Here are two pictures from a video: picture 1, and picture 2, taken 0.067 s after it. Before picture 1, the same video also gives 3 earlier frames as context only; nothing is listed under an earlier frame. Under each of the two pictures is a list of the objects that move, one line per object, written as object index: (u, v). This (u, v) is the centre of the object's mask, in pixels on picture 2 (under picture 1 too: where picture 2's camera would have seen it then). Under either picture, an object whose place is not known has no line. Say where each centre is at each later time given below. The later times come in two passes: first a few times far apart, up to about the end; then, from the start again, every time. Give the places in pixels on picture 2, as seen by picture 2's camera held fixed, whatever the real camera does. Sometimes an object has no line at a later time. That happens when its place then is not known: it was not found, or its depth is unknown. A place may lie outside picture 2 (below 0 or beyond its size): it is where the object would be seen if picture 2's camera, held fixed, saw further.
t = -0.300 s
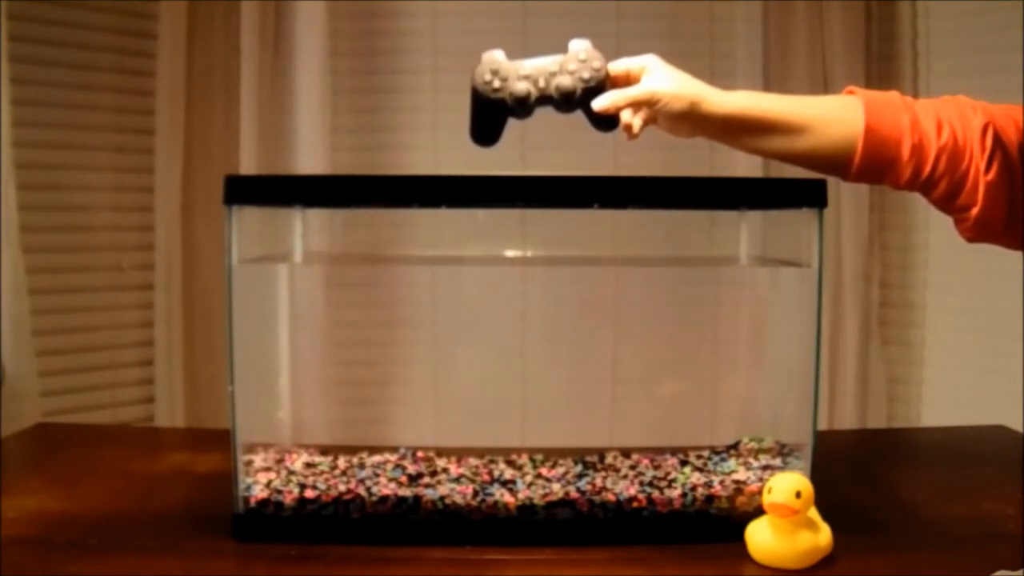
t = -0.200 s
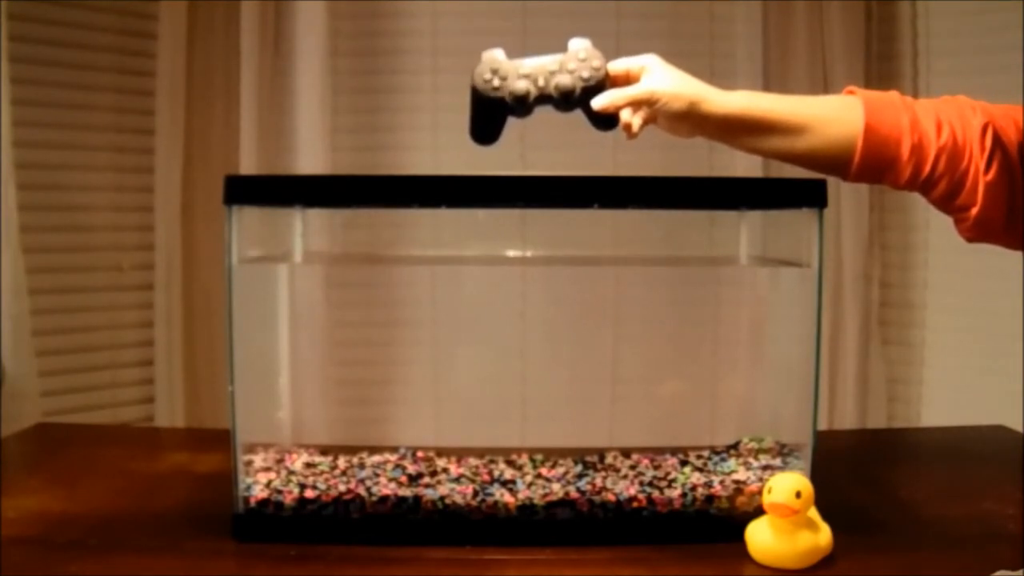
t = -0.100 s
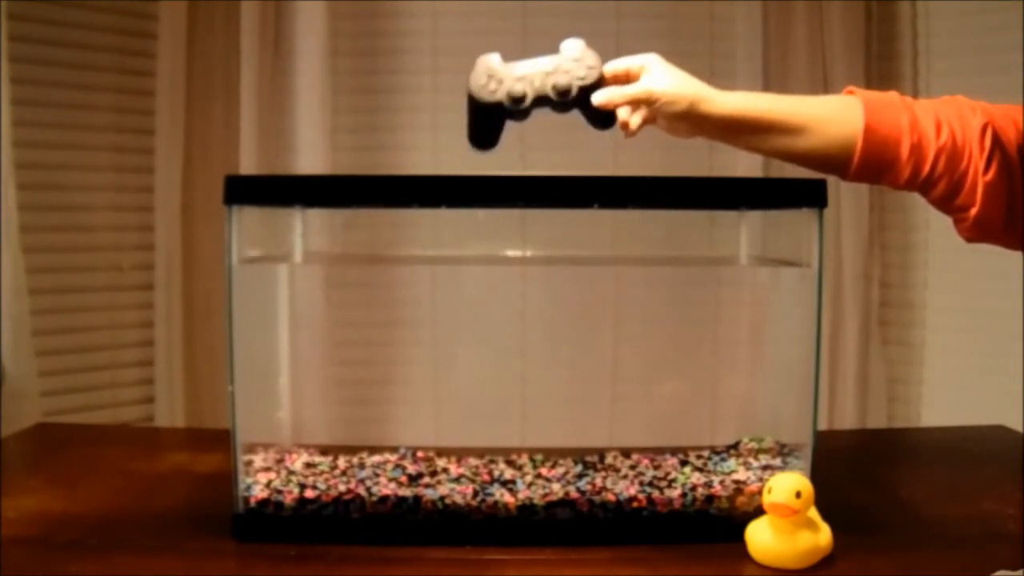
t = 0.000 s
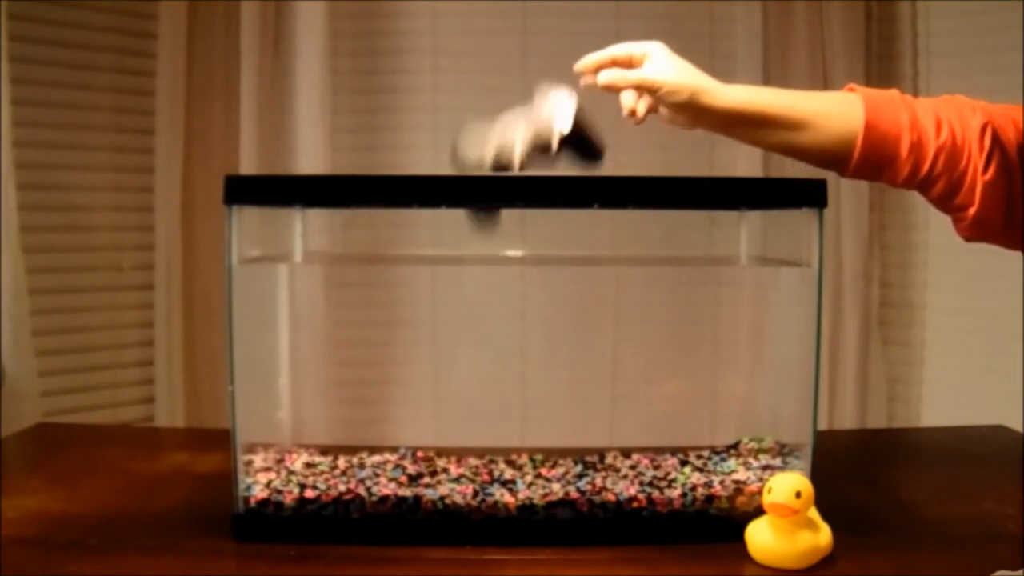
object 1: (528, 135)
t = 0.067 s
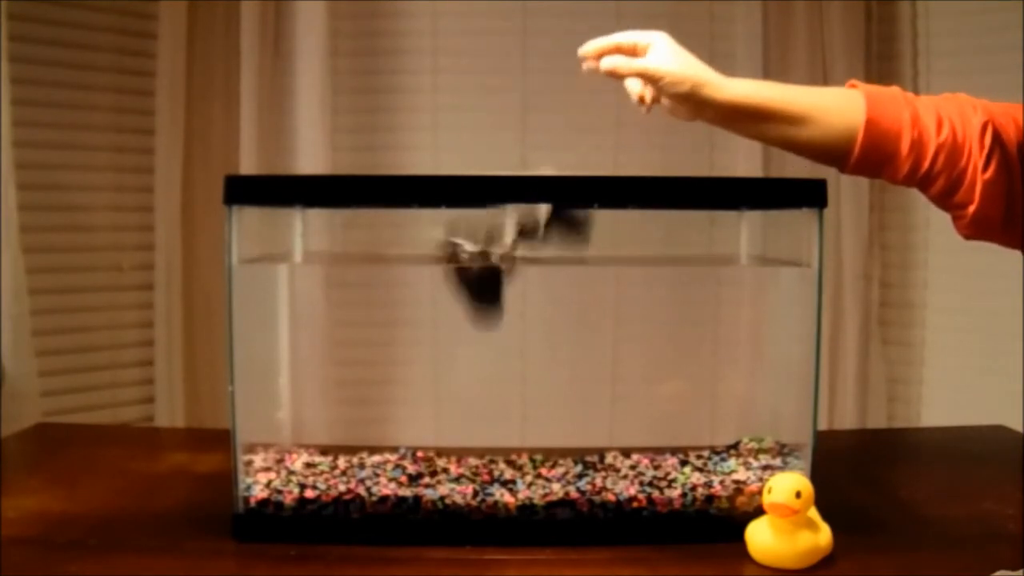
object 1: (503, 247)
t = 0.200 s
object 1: (494, 303)
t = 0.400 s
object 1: (480, 253)
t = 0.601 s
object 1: (466, 280)
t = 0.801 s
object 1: (453, 267)
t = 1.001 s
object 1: (444, 281)
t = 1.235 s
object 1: (436, 274)
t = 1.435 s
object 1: (420, 279)
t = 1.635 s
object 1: (420, 284)
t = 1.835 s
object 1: (414, 289)
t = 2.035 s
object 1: (406, 290)
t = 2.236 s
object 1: (411, 288)
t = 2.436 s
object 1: (394, 301)
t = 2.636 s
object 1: (404, 294)
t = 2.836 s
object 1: (400, 299)
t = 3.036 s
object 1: (400, 296)
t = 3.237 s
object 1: (401, 299)
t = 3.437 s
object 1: (402, 299)
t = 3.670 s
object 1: (399, 297)
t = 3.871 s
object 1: (401, 296)
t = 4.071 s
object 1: (400, 296)
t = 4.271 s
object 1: (396, 295)
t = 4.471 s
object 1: (399, 295)
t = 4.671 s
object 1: (396, 295)
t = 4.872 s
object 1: (392, 297)
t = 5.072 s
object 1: (395, 296)
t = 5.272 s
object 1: (391, 296)
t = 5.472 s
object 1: (391, 295)
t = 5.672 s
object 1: (392, 296)
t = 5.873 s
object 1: (388, 295)
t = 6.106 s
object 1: (389, 295)
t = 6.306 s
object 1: (387, 295)
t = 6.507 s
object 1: (384, 295)
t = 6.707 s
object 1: (384, 297)
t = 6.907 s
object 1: (384, 295)
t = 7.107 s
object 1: (381, 295)
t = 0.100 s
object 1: (497, 266)
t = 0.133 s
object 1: (494, 272)
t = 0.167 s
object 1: (500, 305)
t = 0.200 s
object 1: (494, 303)
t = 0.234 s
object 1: (485, 309)
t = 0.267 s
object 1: (482, 302)
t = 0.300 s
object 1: (481, 295)
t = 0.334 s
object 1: (490, 264)
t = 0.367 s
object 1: (484, 260)
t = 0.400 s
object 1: (480, 253)
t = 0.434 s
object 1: (480, 244)
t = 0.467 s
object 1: (481, 245)
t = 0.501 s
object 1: (491, 243)
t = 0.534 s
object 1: (462, 261)
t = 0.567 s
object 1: (480, 266)
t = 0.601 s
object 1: (466, 280)
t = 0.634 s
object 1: (465, 274)
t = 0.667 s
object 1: (461, 274)
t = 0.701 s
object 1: (464, 272)
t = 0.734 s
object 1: (457, 272)
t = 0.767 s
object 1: (455, 275)
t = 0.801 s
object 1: (453, 267)
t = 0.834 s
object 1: (451, 274)
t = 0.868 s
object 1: (450, 272)
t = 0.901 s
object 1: (448, 275)
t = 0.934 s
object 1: (447, 278)
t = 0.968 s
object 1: (445, 280)
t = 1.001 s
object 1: (444, 281)
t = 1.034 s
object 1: (444, 282)
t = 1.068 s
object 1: (443, 281)
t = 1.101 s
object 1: (442, 279)
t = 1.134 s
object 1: (440, 277)
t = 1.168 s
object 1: (439, 276)
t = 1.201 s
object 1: (437, 275)
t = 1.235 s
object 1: (436, 274)
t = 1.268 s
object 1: (434, 274)
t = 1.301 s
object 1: (430, 275)
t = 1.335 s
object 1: (427, 277)
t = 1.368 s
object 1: (425, 277)
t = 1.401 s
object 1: (422, 279)
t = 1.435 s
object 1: (420, 279)
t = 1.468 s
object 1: (420, 280)
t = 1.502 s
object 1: (420, 280)
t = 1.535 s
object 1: (423, 280)
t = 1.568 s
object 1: (424, 281)
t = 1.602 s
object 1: (423, 282)
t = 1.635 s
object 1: (420, 284)
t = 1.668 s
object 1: (419, 286)
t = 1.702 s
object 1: (418, 288)
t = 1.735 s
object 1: (417, 289)
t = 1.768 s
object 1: (417, 288)
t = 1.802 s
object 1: (415, 289)
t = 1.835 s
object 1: (414, 289)
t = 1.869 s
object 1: (412, 289)
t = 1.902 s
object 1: (410, 290)
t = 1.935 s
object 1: (408, 290)
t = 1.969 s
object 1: (407, 290)
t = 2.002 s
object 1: (406, 290)
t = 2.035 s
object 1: (406, 290)
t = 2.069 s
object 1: (406, 290)
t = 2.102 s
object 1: (406, 291)
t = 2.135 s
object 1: (407, 290)
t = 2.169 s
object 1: (411, 288)
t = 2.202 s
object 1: (411, 288)
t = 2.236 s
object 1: (411, 288)
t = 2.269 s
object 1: (405, 292)
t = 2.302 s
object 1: (409, 288)
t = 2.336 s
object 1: (408, 288)
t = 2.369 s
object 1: (397, 298)
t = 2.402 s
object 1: (394, 300)
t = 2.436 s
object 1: (394, 301)
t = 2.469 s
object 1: (394, 300)
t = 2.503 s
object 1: (403, 294)
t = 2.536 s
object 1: (400, 297)
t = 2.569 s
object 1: (403, 295)
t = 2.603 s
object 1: (403, 294)
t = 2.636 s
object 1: (404, 294)
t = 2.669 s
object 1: (400, 297)
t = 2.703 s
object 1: (399, 297)
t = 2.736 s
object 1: (398, 298)
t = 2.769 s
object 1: (398, 299)
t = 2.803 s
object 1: (399, 299)
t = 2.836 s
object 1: (400, 299)
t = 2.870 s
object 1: (399, 299)
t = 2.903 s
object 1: (399, 299)
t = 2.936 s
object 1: (403, 295)
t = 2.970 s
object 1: (402, 295)
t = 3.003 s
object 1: (401, 296)
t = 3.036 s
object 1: (400, 296)
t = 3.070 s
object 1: (399, 296)
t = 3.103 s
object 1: (399, 297)
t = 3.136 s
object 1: (400, 297)
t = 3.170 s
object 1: (400, 297)
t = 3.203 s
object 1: (401, 298)
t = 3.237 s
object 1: (401, 299)
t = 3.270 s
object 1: (402, 299)
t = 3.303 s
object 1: (402, 299)
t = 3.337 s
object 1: (403, 299)
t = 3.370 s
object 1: (402, 299)
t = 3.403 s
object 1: (402, 299)
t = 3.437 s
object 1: (402, 299)
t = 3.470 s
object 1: (401, 298)
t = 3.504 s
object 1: (401, 298)
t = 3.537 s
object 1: (400, 298)
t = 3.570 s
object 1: (400, 298)
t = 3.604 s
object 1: (400, 298)
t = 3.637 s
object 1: (400, 297)
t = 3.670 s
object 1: (399, 297)
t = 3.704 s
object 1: (399, 296)
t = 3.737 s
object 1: (399, 295)
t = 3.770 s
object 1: (400, 295)
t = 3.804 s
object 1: (400, 295)
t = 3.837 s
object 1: (401, 295)
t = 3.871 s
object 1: (401, 296)
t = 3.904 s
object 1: (401, 296)
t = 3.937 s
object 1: (402, 297)
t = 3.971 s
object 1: (401, 297)
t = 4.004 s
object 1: (401, 297)
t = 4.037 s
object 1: (401, 296)
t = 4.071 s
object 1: (400, 296)
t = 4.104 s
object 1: (399, 295)
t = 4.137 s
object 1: (398, 294)
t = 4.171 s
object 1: (398, 294)
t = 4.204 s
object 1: (397, 294)
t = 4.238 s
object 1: (397, 294)
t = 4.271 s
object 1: (396, 295)
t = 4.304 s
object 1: (396, 295)
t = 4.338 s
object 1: (397, 296)
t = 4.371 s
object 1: (397, 296)
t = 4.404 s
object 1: (397, 296)
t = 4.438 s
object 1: (398, 295)
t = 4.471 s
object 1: (399, 295)
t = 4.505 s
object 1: (399, 294)
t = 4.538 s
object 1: (399, 294)
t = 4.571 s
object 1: (399, 294)
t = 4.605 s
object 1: (398, 294)
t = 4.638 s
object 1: (397, 294)
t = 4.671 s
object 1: (396, 295)
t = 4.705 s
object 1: (395, 295)
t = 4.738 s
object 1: (394, 295)
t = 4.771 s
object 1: (393, 295)
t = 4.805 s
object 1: (392, 296)
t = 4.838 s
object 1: (392, 297)
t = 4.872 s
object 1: (392, 297)
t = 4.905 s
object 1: (393, 297)
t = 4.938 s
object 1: (394, 298)
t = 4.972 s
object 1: (394, 297)
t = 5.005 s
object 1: (395, 297)
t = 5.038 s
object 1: (396, 297)
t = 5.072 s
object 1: (395, 296)
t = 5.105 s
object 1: (395, 296)
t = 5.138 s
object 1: (395, 295)
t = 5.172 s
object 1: (394, 295)
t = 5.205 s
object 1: (393, 295)
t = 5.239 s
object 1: (392, 296)
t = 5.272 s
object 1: (391, 296)
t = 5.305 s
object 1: (391, 296)
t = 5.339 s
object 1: (390, 296)
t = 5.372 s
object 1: (390, 296)
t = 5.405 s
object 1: (390, 295)
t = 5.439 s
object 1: (391, 295)
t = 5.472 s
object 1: (391, 295)
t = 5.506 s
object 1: (392, 295)
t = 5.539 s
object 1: (392, 295)
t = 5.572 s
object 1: (393, 295)
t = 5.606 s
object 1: (393, 295)
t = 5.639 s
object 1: (393, 295)
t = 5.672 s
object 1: (392, 296)
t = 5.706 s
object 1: (391, 296)
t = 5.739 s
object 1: (390, 296)
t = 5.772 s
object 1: (389, 296)
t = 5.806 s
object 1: (388, 296)
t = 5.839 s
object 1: (388, 296)
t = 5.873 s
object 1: (388, 295)
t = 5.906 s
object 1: (387, 295)
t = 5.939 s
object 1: (387, 294)
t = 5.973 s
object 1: (388, 294)
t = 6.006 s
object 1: (388, 294)
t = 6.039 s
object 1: (388, 294)
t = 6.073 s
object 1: (388, 294)
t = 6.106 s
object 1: (389, 295)
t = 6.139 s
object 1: (389, 295)
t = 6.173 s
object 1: (389, 295)
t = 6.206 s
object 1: (388, 295)
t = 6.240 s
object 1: (388, 295)
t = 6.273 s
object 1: (388, 295)
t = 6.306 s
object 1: (387, 295)
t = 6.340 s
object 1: (387, 295)
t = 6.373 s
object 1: (386, 294)
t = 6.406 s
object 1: (386, 294)
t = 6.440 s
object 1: (386, 294)
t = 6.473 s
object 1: (385, 294)
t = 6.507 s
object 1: (384, 295)
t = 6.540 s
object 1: (384, 295)
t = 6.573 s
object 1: (384, 295)
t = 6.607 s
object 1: (384, 296)
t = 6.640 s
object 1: (384, 296)
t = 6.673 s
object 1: (384, 297)
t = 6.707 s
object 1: (384, 297)
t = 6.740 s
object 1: (385, 297)
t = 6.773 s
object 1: (385, 296)
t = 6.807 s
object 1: (385, 296)
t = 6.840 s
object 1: (385, 295)
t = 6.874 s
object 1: (385, 295)
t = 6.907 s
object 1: (384, 295)
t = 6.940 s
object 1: (383, 295)
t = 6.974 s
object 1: (383, 295)
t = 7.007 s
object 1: (382, 295)
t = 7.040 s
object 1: (381, 295)
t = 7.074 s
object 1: (381, 295)
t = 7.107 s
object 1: (381, 295)
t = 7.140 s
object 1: (381, 295)
